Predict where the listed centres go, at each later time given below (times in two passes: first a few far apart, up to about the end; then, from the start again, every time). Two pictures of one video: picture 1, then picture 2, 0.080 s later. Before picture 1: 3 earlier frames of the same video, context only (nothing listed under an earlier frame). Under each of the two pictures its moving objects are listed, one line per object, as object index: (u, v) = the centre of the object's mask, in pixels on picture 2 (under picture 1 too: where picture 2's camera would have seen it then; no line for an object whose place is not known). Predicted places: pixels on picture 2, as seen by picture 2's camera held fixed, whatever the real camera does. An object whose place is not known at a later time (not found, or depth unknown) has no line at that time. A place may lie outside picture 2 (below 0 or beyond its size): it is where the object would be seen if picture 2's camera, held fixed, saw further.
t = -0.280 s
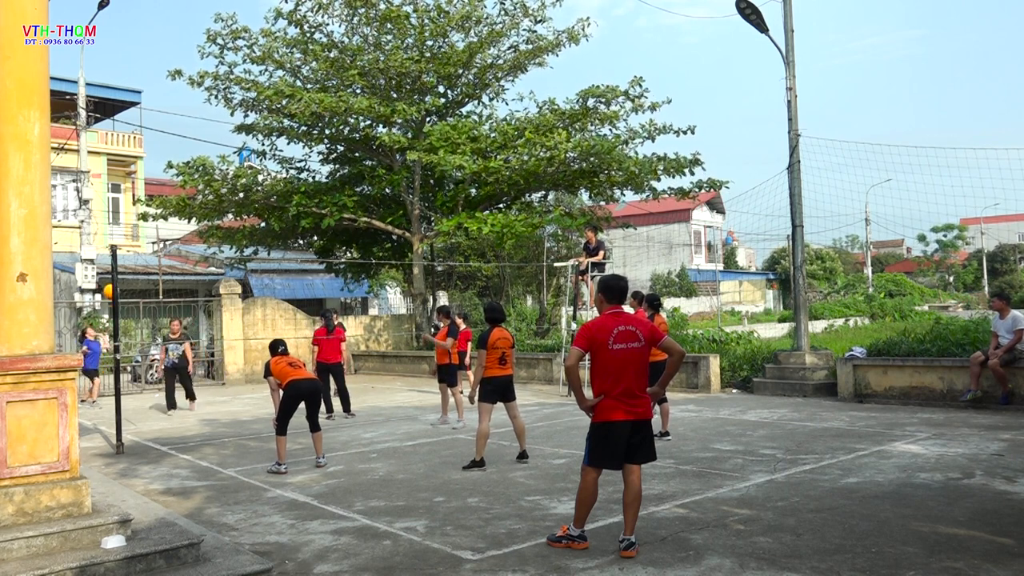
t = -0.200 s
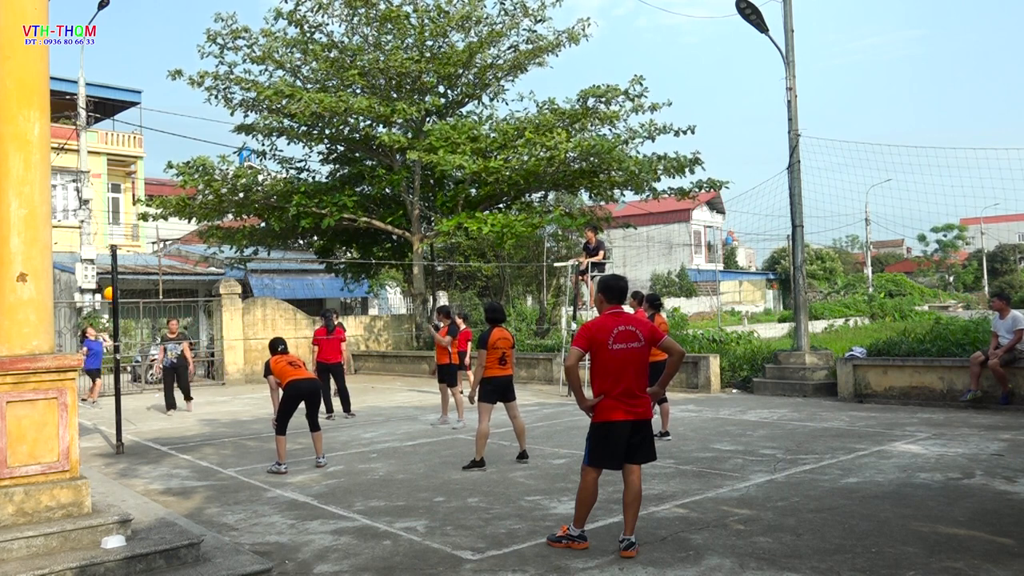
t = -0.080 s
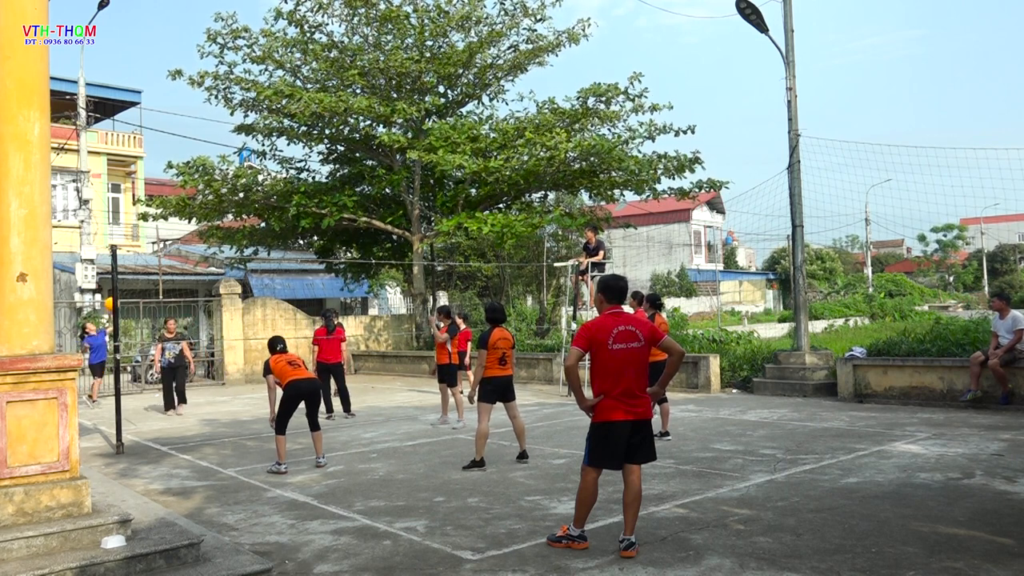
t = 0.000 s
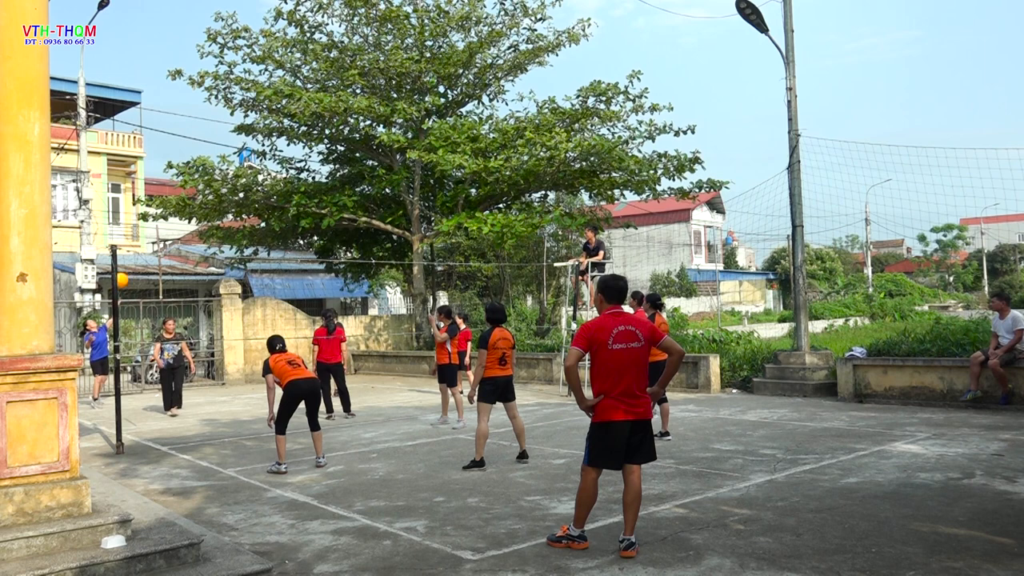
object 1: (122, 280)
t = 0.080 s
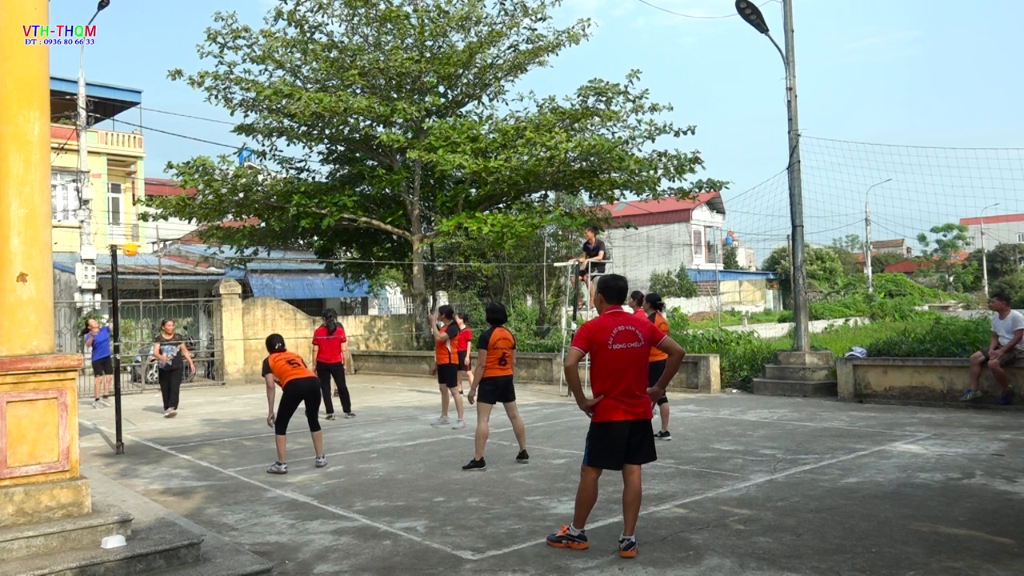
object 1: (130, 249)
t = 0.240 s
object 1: (151, 197)
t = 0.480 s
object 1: (181, 142)
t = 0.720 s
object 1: (216, 120)
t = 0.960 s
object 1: (255, 141)
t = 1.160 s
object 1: (288, 199)
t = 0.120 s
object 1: (135, 236)
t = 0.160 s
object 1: (140, 222)
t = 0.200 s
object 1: (145, 210)
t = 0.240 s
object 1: (151, 197)
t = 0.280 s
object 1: (155, 186)
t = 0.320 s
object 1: (160, 175)
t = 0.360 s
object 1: (165, 165)
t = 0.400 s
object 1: (170, 157)
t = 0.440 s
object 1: (176, 149)
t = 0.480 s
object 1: (181, 142)
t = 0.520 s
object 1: (187, 135)
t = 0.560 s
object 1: (192, 130)
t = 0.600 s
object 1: (198, 126)
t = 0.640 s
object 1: (204, 123)
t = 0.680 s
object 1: (210, 121)
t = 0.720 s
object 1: (216, 120)
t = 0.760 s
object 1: (222, 120)
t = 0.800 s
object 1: (229, 122)
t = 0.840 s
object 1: (235, 125)
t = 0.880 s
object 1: (241, 129)
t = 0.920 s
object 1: (248, 134)
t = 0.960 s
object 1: (255, 141)
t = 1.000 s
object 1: (261, 150)
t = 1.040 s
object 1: (268, 160)
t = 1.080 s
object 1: (275, 171)
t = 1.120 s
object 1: (282, 184)
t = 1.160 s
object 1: (288, 199)
